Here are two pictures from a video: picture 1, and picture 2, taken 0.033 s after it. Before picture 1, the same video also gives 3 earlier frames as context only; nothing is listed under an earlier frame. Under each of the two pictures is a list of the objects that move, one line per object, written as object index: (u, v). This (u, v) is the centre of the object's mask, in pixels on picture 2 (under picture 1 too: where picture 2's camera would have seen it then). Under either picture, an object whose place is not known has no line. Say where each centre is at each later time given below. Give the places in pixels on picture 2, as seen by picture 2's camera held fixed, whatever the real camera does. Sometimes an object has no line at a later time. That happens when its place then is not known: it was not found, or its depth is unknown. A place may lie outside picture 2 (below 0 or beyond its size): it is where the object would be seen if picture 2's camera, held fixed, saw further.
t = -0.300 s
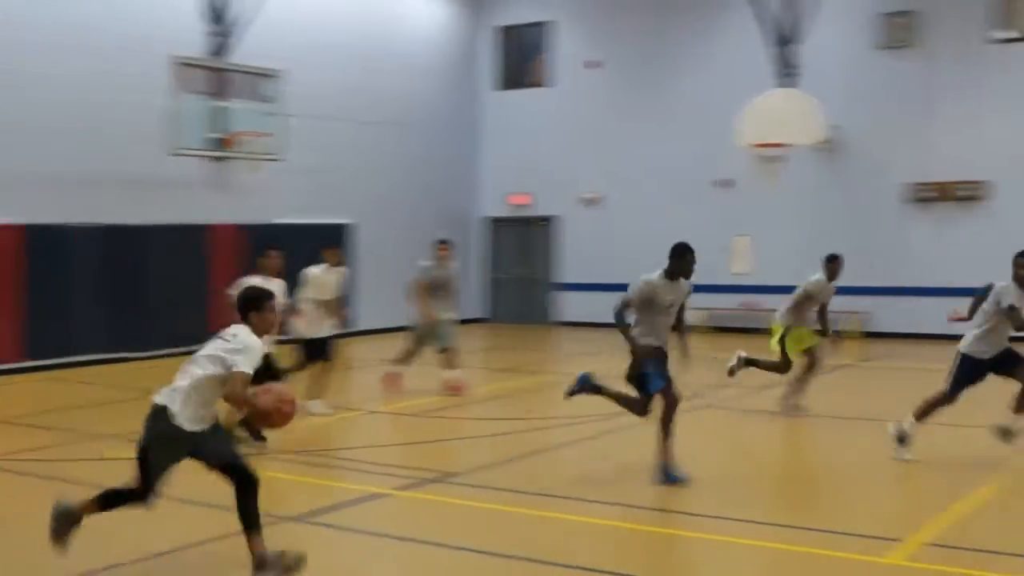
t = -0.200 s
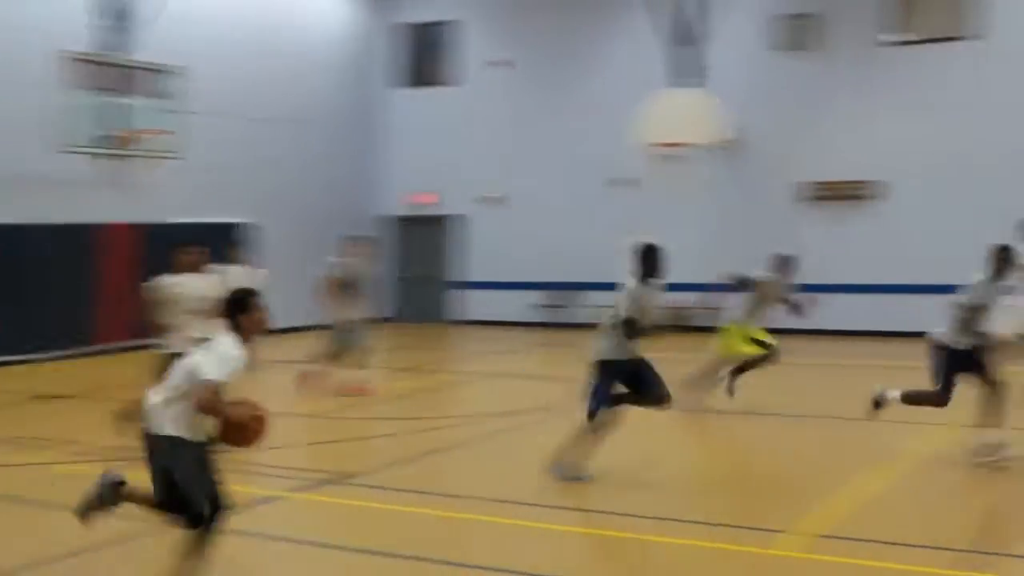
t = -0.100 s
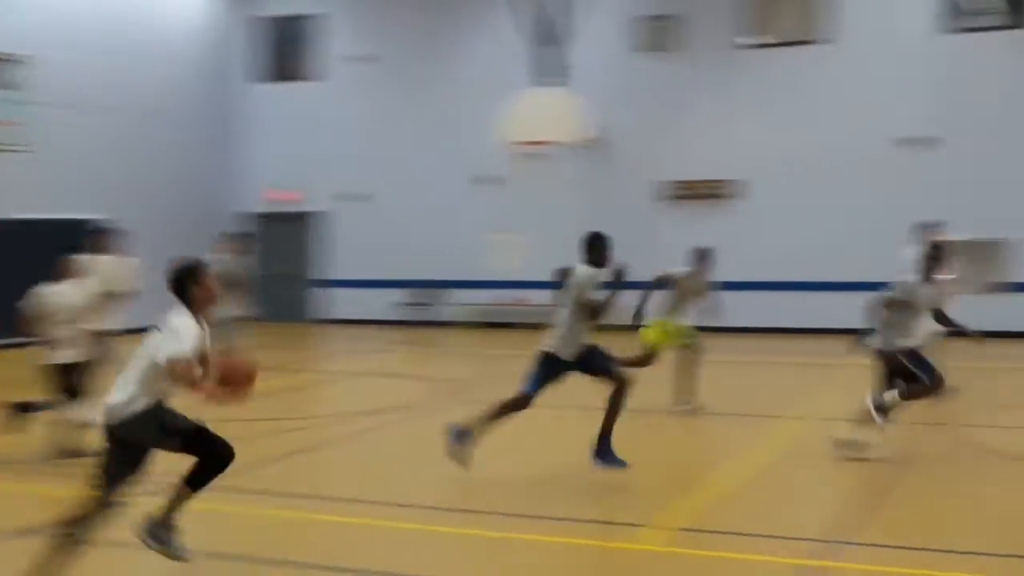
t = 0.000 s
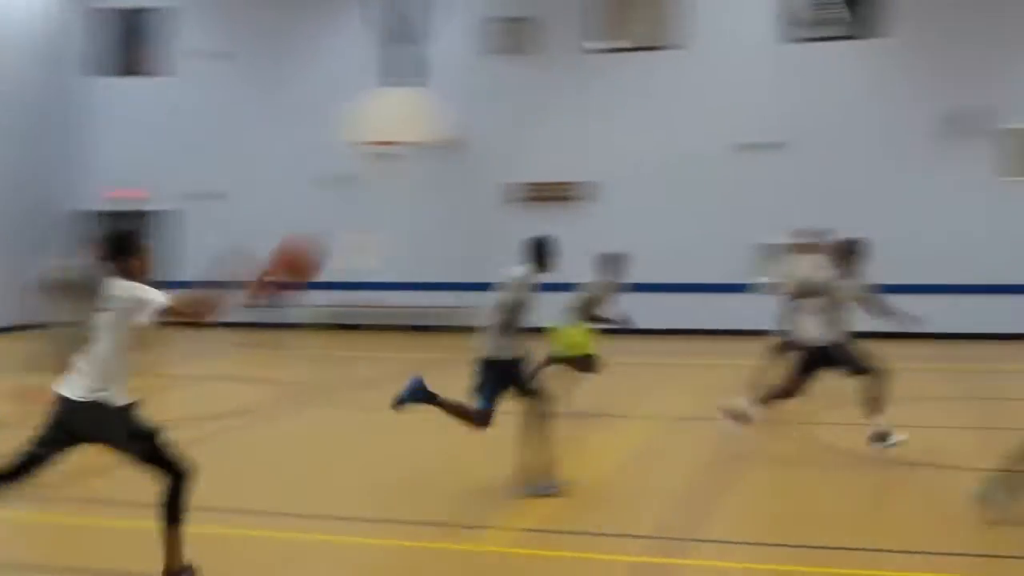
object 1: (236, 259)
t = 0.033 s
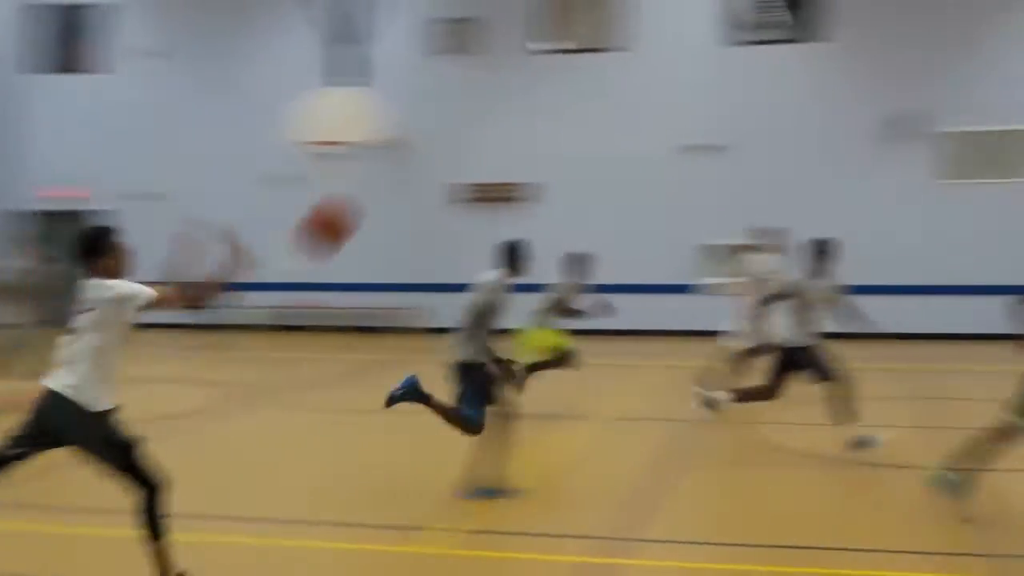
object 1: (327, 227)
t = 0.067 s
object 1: (417, 189)
